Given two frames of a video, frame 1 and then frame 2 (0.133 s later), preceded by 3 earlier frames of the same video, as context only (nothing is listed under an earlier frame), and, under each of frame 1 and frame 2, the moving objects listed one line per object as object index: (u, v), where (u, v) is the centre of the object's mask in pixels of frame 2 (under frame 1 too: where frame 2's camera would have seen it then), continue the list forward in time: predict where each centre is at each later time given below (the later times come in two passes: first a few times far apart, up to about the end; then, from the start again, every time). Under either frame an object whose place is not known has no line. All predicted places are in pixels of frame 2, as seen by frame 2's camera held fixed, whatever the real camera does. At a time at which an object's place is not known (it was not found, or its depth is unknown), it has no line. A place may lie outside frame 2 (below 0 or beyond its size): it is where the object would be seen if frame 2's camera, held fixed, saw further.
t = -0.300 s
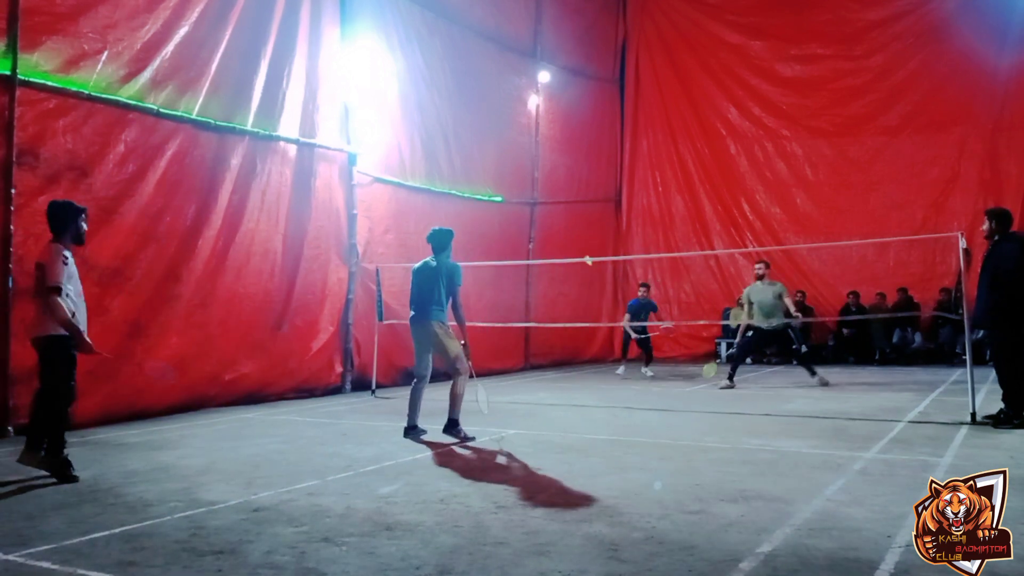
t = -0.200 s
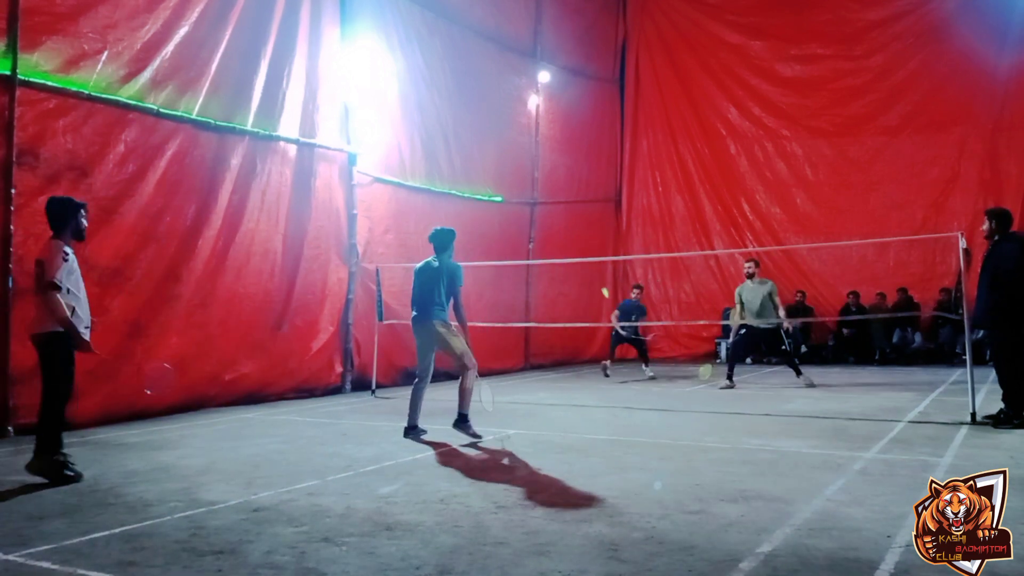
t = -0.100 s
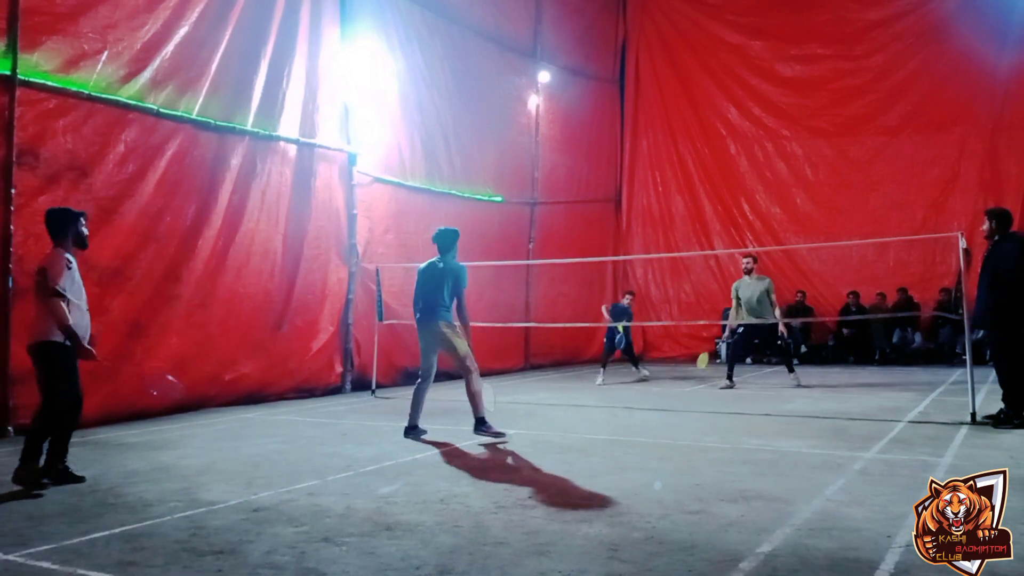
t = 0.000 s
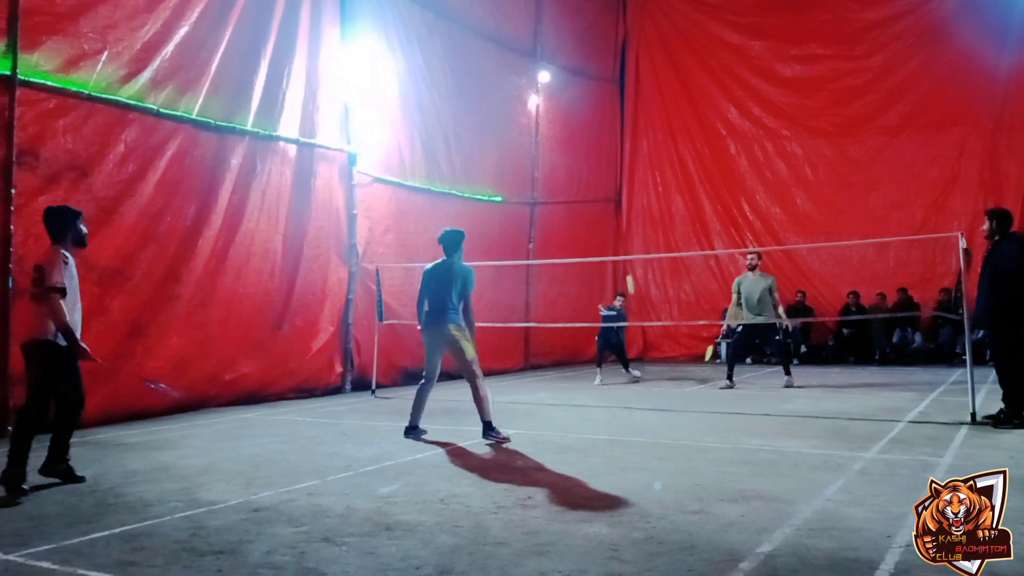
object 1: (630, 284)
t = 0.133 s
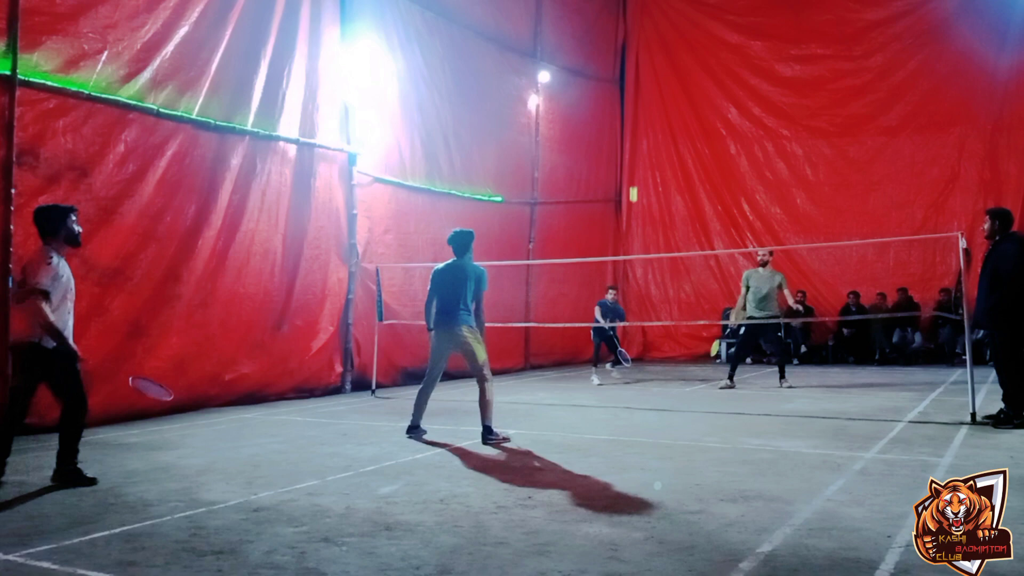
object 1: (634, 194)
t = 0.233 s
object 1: (635, 138)
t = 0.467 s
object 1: (639, 49)
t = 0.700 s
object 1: (642, 37)
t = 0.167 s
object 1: (634, 174)
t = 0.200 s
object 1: (634, 156)
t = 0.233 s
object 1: (635, 138)
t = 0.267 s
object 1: (635, 122)
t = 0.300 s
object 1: (636, 106)
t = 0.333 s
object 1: (637, 92)
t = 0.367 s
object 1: (637, 80)
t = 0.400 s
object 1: (638, 68)
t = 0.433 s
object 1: (638, 58)
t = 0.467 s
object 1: (639, 49)
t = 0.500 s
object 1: (639, 42)
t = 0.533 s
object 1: (640, 36)
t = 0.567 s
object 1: (640, 33)
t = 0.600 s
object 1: (641, 31)
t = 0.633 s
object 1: (641, 31)
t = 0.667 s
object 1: (641, 33)
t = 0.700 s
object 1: (642, 37)
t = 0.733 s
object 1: (642, 44)
